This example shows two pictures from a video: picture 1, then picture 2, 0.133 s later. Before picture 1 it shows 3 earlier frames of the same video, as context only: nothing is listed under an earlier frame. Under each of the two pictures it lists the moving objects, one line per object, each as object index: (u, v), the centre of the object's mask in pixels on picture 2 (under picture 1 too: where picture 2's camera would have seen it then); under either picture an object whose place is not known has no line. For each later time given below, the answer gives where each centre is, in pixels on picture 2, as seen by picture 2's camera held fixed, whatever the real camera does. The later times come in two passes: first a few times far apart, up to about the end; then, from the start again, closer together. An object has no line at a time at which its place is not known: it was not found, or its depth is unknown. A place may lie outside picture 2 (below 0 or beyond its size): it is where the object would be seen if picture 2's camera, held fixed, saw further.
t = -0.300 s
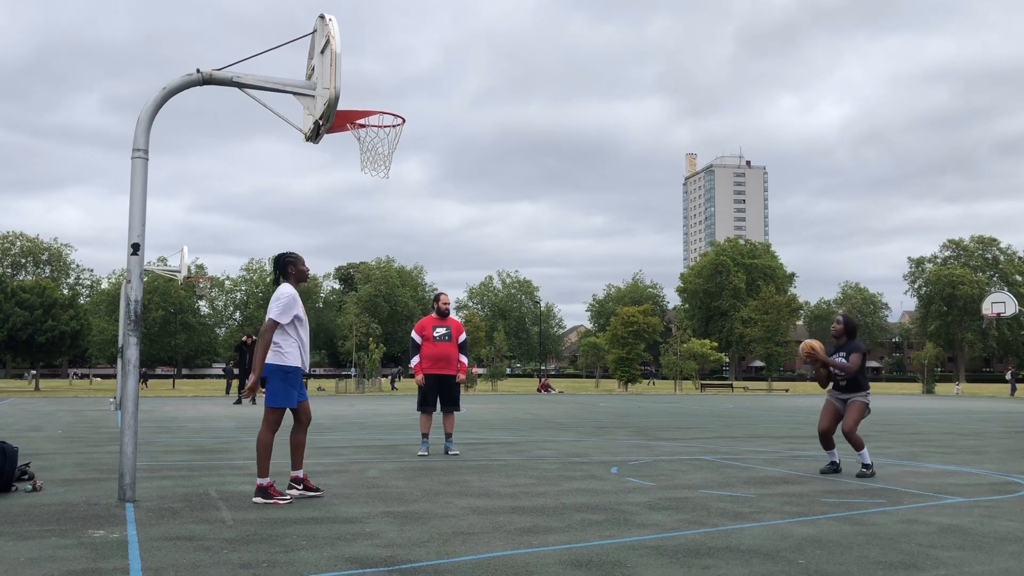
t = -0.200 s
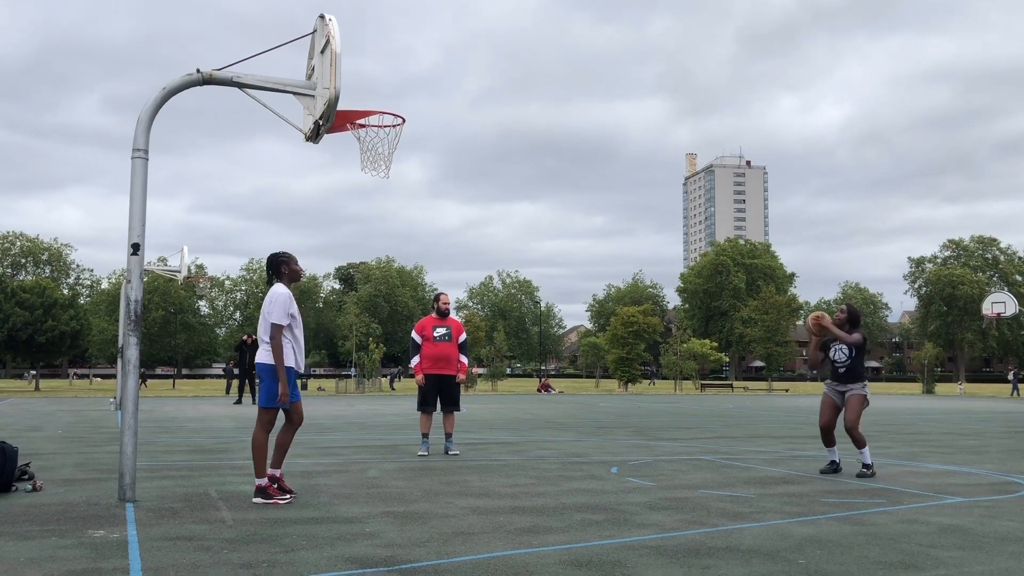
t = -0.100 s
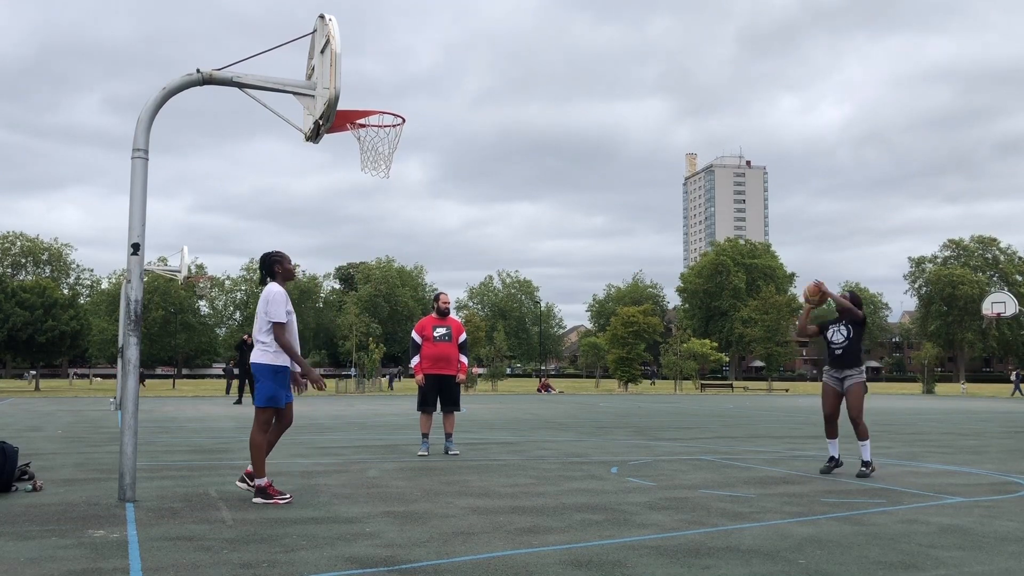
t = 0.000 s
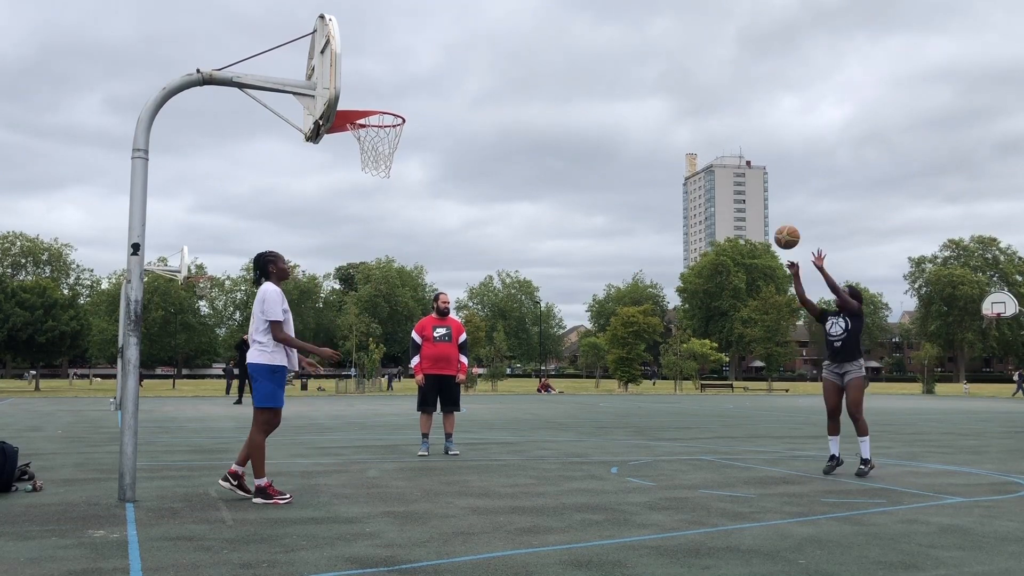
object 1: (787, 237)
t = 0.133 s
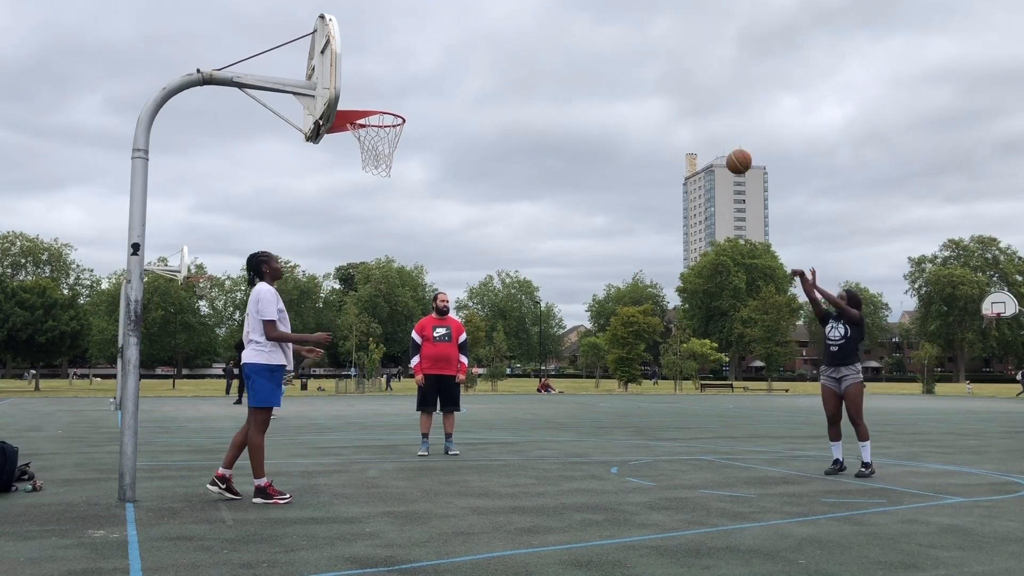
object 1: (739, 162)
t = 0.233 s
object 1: (701, 116)
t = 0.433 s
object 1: (623, 53)
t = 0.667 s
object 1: (524, 31)
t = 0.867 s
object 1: (432, 62)
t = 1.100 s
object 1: (376, 159)
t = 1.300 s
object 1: (401, 217)
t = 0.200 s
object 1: (714, 130)
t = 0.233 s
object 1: (701, 116)
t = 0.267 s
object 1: (689, 103)
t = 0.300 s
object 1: (676, 91)
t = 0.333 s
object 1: (663, 80)
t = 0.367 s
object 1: (650, 70)
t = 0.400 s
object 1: (636, 61)
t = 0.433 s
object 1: (623, 53)
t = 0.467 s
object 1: (609, 46)
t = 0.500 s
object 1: (596, 40)
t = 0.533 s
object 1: (582, 36)
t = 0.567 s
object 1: (568, 33)
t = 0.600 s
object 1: (553, 31)
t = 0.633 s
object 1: (539, 30)
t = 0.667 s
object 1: (524, 31)
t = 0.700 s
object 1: (509, 33)
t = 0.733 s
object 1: (494, 36)
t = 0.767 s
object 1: (479, 40)
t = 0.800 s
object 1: (464, 46)
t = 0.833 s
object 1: (448, 53)
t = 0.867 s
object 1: (432, 62)
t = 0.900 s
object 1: (416, 72)
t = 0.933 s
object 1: (399, 84)
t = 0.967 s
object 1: (383, 97)
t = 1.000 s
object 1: (367, 110)
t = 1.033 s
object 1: (367, 129)
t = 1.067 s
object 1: (372, 142)
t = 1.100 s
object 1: (376, 159)
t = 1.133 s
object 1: (381, 169)
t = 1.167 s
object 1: (385, 176)
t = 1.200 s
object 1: (389, 184)
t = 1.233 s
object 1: (394, 194)
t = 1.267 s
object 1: (397, 205)
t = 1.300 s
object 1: (401, 217)
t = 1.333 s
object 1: (405, 230)
